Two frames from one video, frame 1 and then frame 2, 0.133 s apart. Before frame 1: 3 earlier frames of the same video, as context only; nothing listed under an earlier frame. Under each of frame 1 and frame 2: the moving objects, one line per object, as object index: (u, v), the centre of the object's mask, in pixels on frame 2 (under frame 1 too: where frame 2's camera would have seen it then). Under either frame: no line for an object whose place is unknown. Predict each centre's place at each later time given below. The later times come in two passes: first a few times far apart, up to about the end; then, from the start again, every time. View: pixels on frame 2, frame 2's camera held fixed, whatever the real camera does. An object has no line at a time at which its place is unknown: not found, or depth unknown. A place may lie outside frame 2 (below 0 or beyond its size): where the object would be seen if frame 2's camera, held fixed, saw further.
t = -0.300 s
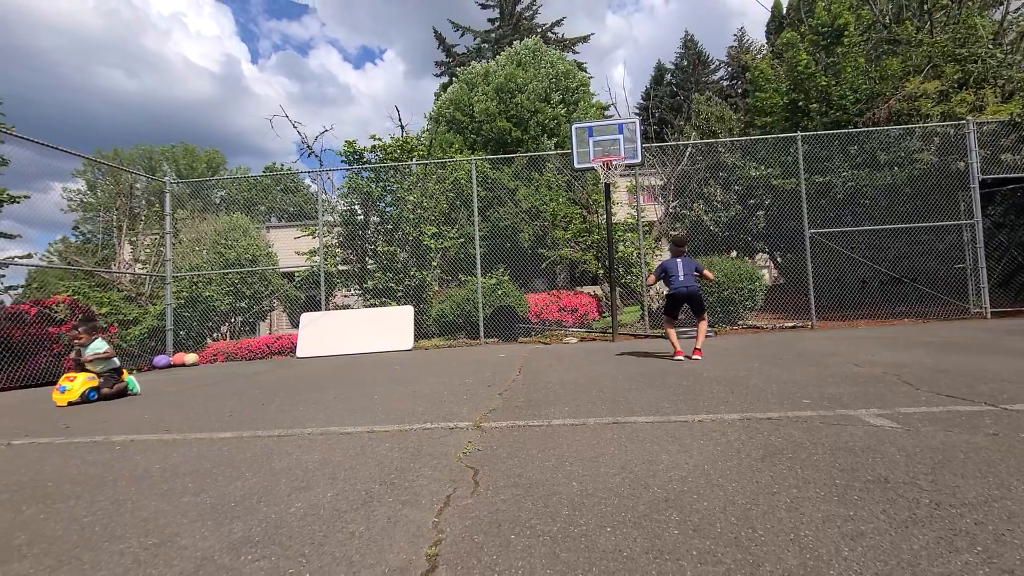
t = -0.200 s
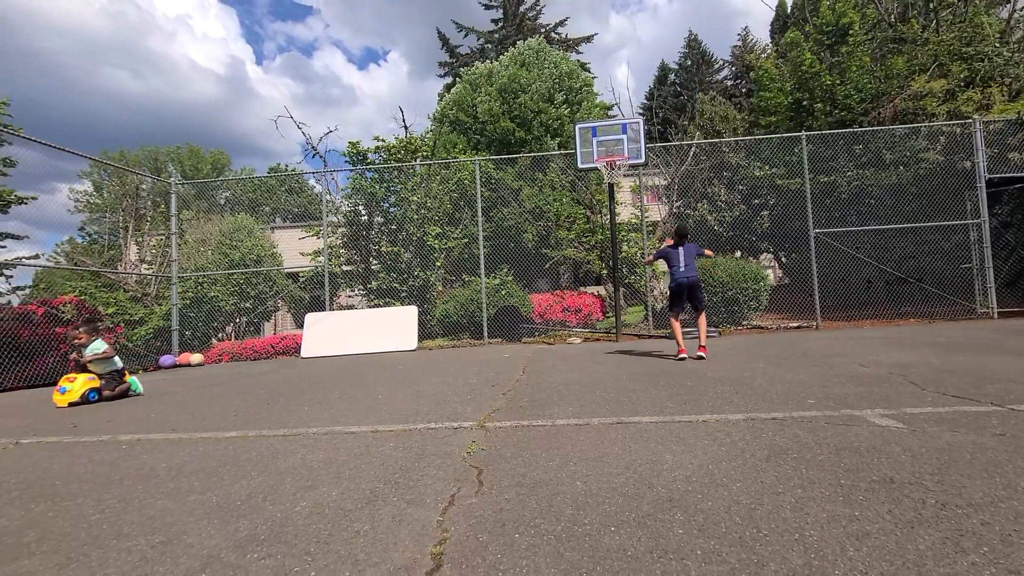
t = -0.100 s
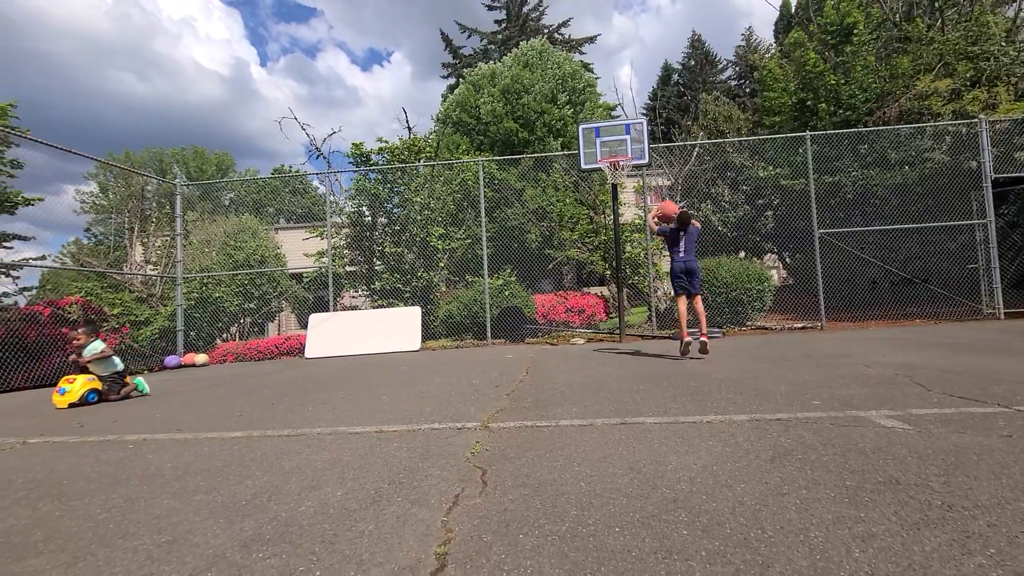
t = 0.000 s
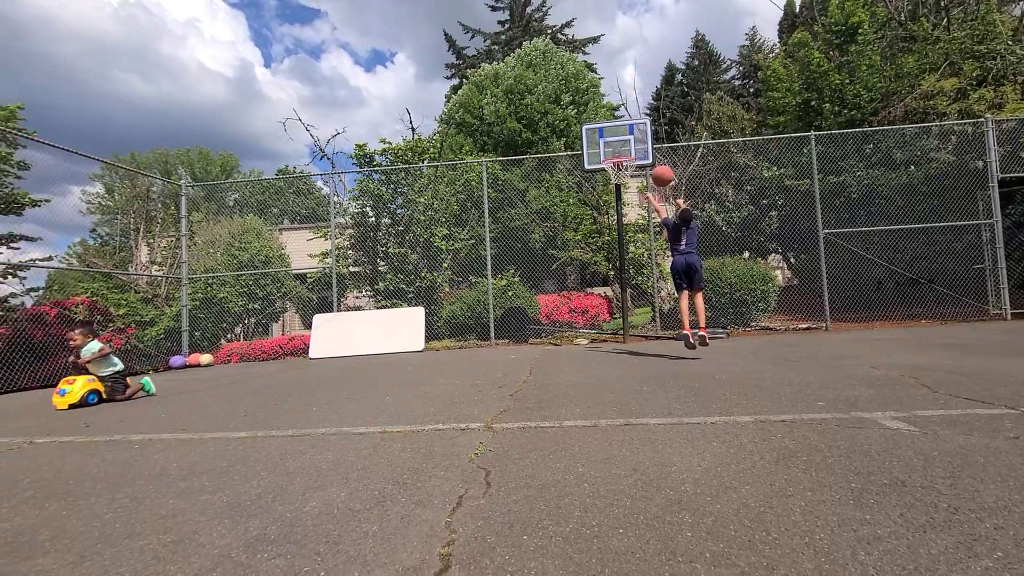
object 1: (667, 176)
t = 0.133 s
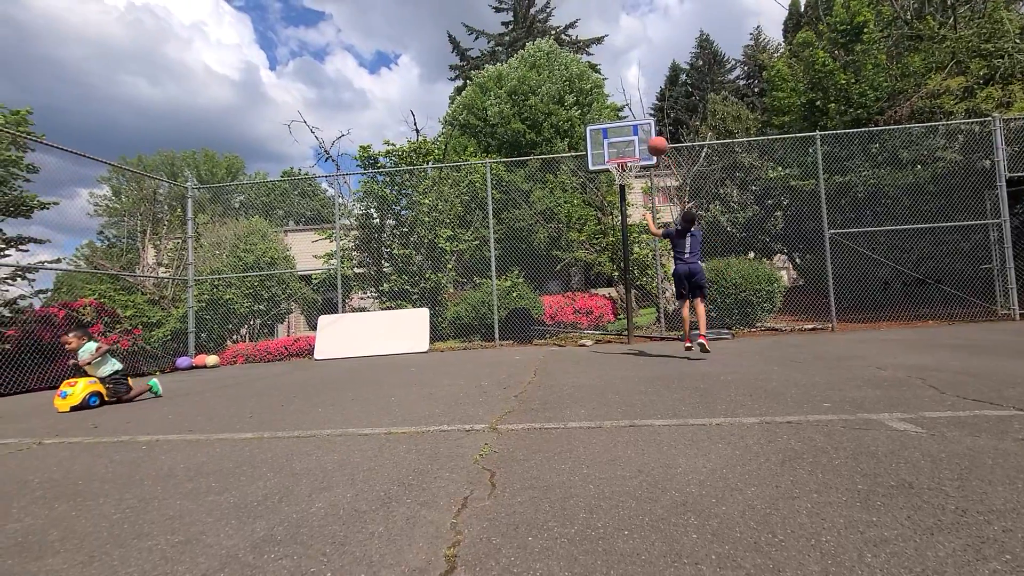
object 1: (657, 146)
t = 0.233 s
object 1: (652, 134)
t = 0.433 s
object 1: (644, 135)
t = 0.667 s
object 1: (645, 152)
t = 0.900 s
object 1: (674, 158)
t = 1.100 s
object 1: (701, 195)
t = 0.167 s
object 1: (656, 142)
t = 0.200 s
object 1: (654, 137)
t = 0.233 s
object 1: (652, 134)
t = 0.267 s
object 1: (650, 133)
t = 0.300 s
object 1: (649, 132)
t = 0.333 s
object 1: (647, 132)
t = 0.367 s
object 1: (646, 132)
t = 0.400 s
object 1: (645, 133)
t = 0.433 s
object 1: (644, 135)
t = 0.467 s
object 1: (643, 138)
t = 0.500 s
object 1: (642, 142)
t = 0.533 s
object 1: (641, 145)
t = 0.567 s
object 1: (641, 150)
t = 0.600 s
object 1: (641, 151)
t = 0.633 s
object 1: (642, 152)
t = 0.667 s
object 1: (645, 152)
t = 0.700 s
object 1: (649, 151)
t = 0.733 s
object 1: (652, 150)
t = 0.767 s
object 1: (657, 151)
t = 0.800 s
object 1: (661, 152)
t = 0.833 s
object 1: (665, 153)
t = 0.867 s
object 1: (669, 156)
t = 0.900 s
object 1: (674, 158)
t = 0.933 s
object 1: (678, 163)
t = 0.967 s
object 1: (682, 168)
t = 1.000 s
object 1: (687, 173)
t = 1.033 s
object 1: (691, 180)
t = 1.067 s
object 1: (696, 187)
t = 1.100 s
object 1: (701, 195)
